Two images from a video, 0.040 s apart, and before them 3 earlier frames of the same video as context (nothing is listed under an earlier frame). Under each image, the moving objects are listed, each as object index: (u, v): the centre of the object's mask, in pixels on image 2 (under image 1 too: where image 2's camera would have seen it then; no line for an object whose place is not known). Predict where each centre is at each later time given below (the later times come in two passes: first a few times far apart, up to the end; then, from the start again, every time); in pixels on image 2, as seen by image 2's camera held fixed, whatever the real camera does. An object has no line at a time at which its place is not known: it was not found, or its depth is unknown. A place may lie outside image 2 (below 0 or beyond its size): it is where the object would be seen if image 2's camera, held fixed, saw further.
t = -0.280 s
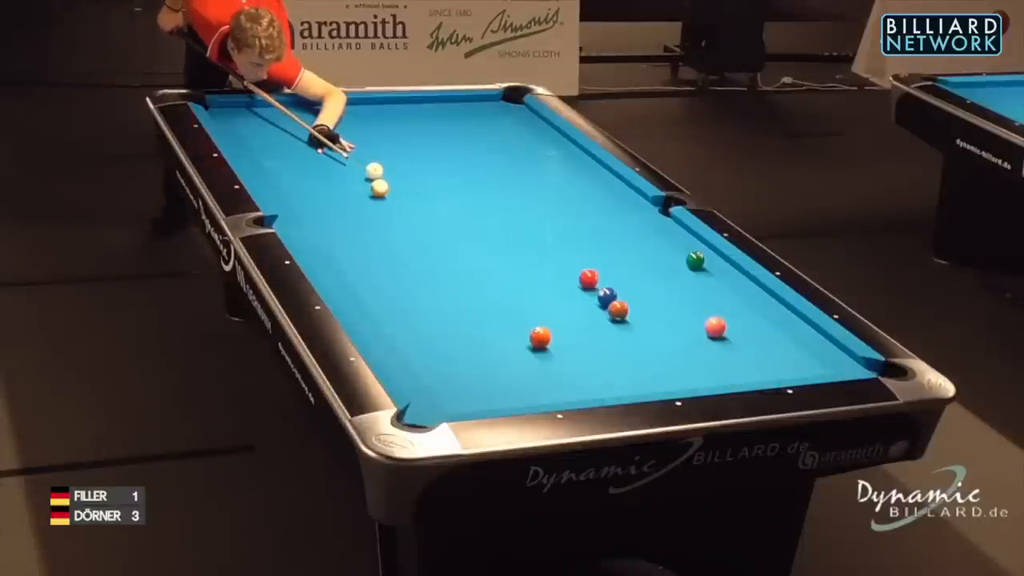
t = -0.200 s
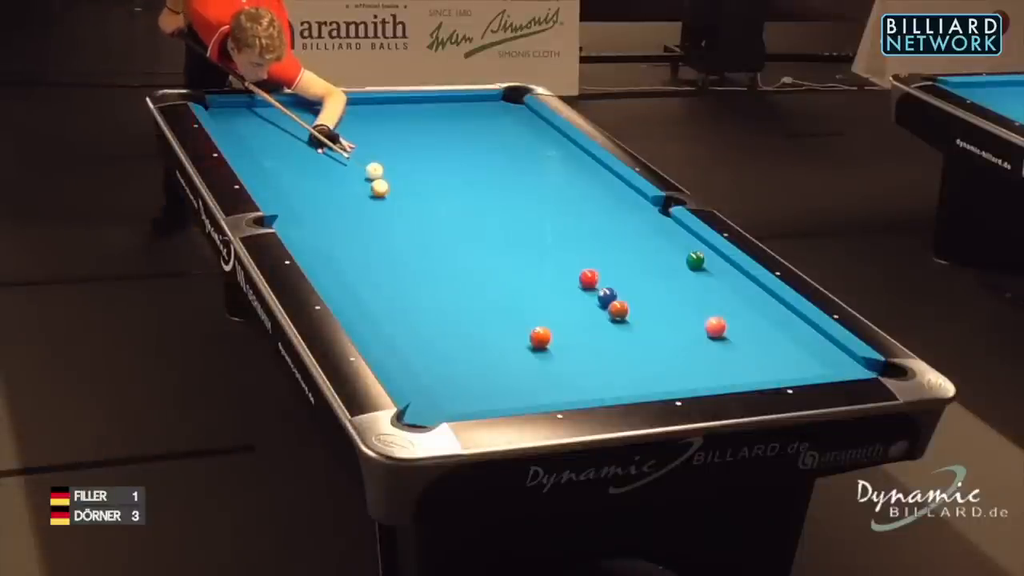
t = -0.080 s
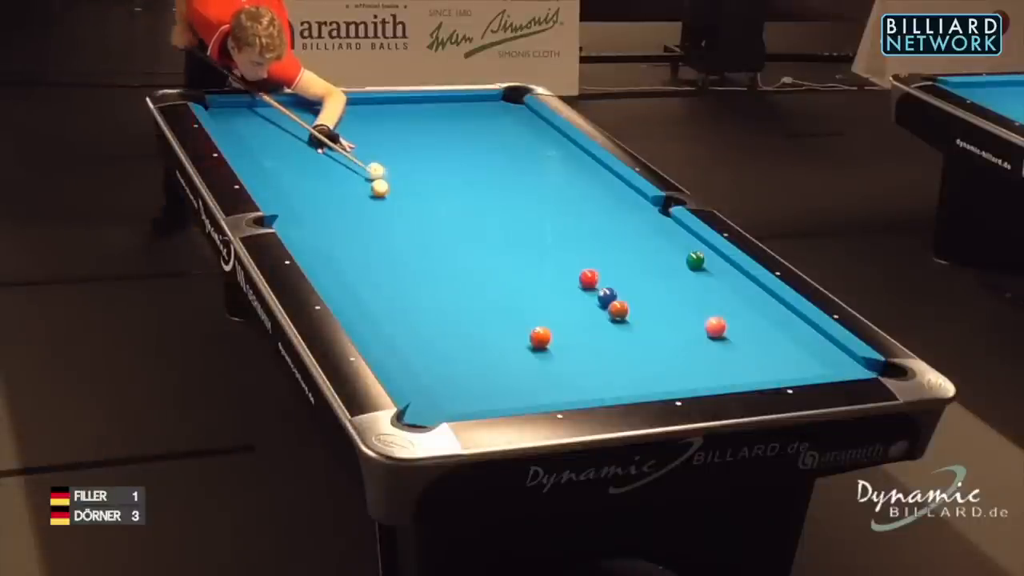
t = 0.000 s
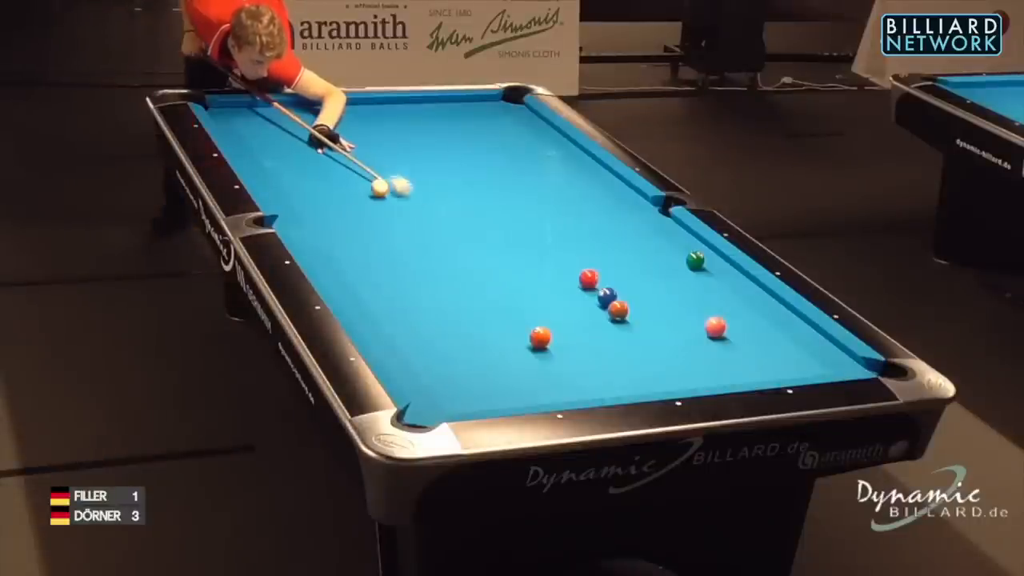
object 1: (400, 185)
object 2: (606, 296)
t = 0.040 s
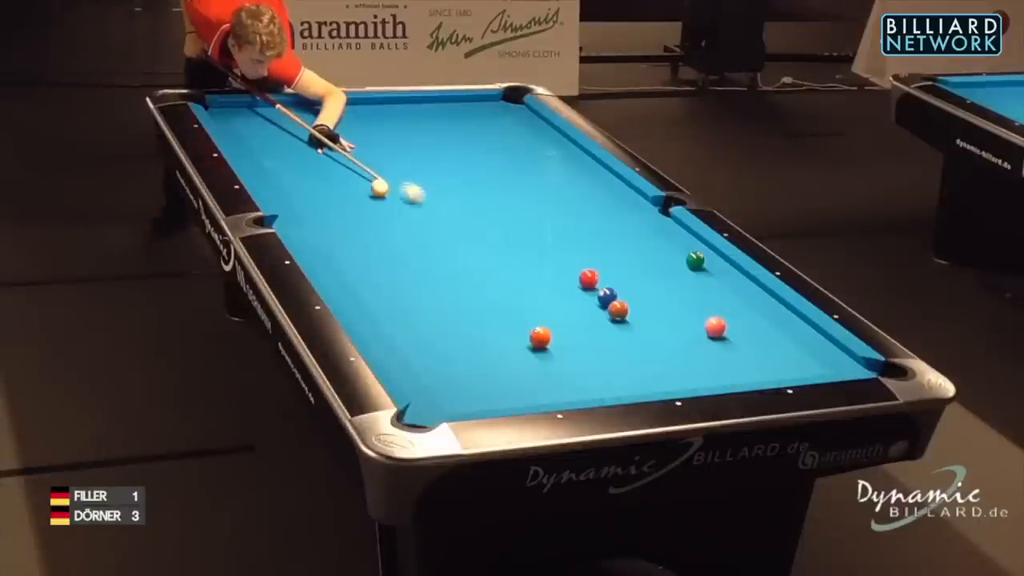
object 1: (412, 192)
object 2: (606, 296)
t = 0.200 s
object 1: (456, 218)
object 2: (606, 296)
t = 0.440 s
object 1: (519, 254)
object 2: (606, 296)
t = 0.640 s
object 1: (575, 286)
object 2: (606, 296)
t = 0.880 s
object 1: (596, 324)
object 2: (653, 303)
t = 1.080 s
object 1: (609, 357)
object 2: (692, 308)
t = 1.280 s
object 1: (622, 387)
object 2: (729, 311)
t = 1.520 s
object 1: (563, 371)
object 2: (772, 316)
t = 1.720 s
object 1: (512, 354)
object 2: (796, 320)
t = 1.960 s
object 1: (457, 334)
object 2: (782, 327)
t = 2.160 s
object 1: (412, 318)
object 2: (772, 331)
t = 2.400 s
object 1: (363, 300)
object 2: (759, 337)
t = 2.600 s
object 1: (347, 288)
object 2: (750, 341)
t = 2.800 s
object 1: (355, 277)
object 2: (741, 345)
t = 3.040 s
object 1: (364, 265)
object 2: (731, 350)
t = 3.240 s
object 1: (371, 255)
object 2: (723, 352)
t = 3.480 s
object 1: (378, 245)
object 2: (715, 356)
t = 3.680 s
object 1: (384, 237)
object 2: (708, 359)
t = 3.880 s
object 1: (389, 230)
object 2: (702, 361)
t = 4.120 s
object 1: (394, 221)
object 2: (697, 363)
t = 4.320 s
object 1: (399, 215)
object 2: (693, 365)
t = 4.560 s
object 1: (404, 208)
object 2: (688, 367)
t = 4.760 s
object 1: (407, 202)
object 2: (685, 368)
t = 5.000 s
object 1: (411, 197)
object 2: (683, 368)
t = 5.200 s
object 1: (414, 192)
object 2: (681, 369)
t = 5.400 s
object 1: (417, 188)
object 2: (681, 369)
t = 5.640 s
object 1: (420, 184)
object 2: (681, 369)
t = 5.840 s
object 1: (422, 181)
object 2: (681, 369)
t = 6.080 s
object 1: (424, 177)
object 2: (681, 369)
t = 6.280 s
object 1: (425, 175)
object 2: (681, 369)
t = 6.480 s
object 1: (427, 173)
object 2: (681, 370)
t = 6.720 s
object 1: (429, 170)
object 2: (681, 370)
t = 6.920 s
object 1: (429, 169)
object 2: (681, 370)
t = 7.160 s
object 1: (430, 168)
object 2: (681, 370)
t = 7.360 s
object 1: (431, 167)
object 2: (681, 370)
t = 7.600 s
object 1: (431, 166)
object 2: (681, 370)
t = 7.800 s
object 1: (431, 166)
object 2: (681, 370)
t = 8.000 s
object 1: (431, 166)
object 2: (681, 370)
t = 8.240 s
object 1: (431, 166)
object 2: (681, 370)
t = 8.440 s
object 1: (431, 166)
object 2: (681, 370)
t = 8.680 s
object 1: (431, 166)
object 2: (681, 370)
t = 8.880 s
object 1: (431, 166)
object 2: (681, 370)
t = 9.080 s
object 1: (431, 166)
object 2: (681, 370)
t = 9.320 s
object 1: (431, 166)
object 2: (681, 370)
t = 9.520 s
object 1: (431, 166)
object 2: (681, 370)
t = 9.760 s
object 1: (431, 166)
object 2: (681, 370)
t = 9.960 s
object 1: (431, 166)
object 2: (681, 370)
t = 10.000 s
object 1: (431, 166)
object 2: (681, 370)
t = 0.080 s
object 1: (424, 199)
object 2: (606, 296)
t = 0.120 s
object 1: (436, 206)
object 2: (606, 296)
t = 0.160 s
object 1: (446, 211)
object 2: (606, 296)
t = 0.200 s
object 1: (456, 218)
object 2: (606, 296)
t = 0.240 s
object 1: (466, 223)
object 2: (606, 296)
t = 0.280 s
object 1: (476, 229)
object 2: (606, 296)
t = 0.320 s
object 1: (487, 235)
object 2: (606, 296)
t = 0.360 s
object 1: (497, 241)
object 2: (606, 296)
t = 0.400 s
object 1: (508, 247)
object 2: (606, 296)
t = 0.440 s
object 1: (519, 254)
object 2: (606, 296)
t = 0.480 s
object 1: (530, 260)
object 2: (606, 296)
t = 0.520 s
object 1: (541, 267)
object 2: (606, 296)
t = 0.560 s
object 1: (552, 273)
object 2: (606, 296)
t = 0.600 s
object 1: (563, 280)
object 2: (606, 296)
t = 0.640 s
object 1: (575, 286)
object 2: (606, 296)
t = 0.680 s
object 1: (586, 294)
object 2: (607, 296)
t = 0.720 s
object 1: (587, 300)
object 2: (618, 295)
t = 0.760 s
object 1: (589, 306)
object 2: (630, 299)
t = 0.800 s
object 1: (591, 311)
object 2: (638, 301)
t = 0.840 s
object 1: (593, 317)
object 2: (645, 302)
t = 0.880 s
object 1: (596, 324)
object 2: (653, 303)
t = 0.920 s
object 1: (599, 330)
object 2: (661, 304)
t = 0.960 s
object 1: (601, 337)
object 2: (669, 305)
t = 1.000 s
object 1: (603, 343)
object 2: (676, 306)
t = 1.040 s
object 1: (606, 350)
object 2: (684, 307)
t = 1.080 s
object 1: (609, 357)
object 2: (692, 308)
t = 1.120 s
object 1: (611, 363)
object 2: (699, 309)
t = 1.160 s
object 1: (614, 370)
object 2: (706, 308)
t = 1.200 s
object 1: (617, 377)
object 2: (714, 309)
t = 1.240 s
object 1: (619, 383)
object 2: (722, 309)
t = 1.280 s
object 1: (622, 387)
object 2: (729, 311)
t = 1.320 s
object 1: (615, 388)
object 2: (737, 313)
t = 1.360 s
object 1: (604, 385)
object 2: (744, 314)
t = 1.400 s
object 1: (593, 383)
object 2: (752, 315)
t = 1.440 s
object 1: (583, 379)
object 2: (759, 315)
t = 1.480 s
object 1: (573, 375)
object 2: (766, 316)
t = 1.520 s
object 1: (563, 371)
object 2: (772, 316)
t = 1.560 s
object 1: (553, 368)
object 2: (779, 317)
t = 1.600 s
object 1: (543, 365)
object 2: (786, 318)
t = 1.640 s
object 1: (532, 362)
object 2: (794, 318)
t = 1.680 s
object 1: (522, 357)
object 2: (797, 320)
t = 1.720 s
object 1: (512, 354)
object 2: (796, 320)
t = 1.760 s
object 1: (503, 350)
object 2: (793, 321)
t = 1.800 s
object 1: (494, 347)
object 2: (791, 323)
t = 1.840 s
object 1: (484, 343)
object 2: (789, 324)
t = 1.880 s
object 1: (475, 340)
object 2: (787, 325)
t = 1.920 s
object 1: (466, 337)
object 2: (784, 326)
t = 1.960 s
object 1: (457, 334)
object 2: (782, 327)
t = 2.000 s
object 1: (447, 330)
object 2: (780, 327)
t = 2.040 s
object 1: (439, 327)
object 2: (778, 329)
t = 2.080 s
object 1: (430, 324)
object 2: (776, 330)
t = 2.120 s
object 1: (422, 321)
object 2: (774, 330)
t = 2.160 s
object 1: (412, 318)
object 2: (772, 331)
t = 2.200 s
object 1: (404, 315)
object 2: (769, 332)
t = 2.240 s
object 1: (396, 312)
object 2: (767, 333)
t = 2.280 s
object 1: (387, 309)
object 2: (765, 334)
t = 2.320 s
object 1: (379, 306)
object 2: (763, 335)
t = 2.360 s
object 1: (371, 303)
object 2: (761, 336)
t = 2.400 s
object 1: (363, 300)
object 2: (759, 337)
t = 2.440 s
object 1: (356, 298)
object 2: (758, 337)
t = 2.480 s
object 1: (348, 295)
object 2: (756, 338)
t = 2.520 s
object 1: (345, 292)
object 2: (754, 339)
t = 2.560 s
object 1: (346, 290)
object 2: (752, 340)
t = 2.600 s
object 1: (347, 288)
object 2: (750, 341)
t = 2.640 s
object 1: (349, 286)
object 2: (748, 342)
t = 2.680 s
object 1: (350, 284)
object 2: (746, 343)
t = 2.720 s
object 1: (352, 282)
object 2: (745, 343)
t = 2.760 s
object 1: (354, 279)
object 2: (743, 344)
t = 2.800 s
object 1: (355, 277)
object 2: (741, 345)
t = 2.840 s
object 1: (357, 275)
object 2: (739, 346)
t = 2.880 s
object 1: (358, 273)
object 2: (738, 346)
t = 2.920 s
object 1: (359, 271)
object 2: (736, 347)
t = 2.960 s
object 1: (361, 269)
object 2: (735, 348)
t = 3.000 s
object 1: (362, 267)
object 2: (733, 349)
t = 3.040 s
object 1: (364, 265)
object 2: (731, 350)
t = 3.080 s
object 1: (365, 263)
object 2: (729, 350)
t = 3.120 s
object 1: (367, 261)
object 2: (728, 351)
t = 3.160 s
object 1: (368, 259)
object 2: (726, 351)
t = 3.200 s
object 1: (370, 257)
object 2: (725, 351)
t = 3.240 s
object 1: (371, 255)
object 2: (723, 352)
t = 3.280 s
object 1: (372, 254)
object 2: (722, 353)
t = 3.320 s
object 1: (373, 252)
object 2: (721, 353)
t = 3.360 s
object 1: (374, 250)
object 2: (719, 354)
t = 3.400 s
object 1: (376, 248)
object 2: (718, 355)
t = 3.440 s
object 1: (377, 247)
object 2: (716, 355)
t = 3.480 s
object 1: (378, 245)
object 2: (715, 356)
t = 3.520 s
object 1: (379, 243)
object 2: (713, 357)
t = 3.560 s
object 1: (381, 242)
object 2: (712, 357)
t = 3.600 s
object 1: (382, 240)
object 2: (711, 358)
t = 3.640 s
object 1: (383, 239)
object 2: (710, 358)
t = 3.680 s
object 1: (384, 237)
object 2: (708, 359)
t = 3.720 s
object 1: (385, 235)
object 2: (707, 359)
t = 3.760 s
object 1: (386, 234)
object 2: (706, 359)
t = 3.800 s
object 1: (387, 232)
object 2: (705, 360)
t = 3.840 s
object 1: (388, 231)
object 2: (704, 360)
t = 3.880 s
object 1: (389, 230)
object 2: (702, 361)
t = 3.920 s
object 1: (390, 228)
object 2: (702, 361)
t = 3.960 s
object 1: (391, 227)
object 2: (700, 362)
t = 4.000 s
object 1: (392, 225)
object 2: (699, 362)
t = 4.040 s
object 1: (393, 224)
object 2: (699, 362)
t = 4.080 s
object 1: (393, 223)
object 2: (698, 363)
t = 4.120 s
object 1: (394, 221)
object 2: (697, 363)
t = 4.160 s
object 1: (395, 220)
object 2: (696, 364)
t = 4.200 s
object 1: (396, 219)
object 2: (695, 364)
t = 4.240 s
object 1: (397, 218)
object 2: (694, 364)
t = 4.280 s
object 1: (398, 216)
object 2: (693, 365)
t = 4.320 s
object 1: (399, 215)
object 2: (693, 365)
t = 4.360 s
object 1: (400, 214)
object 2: (692, 365)
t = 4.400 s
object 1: (400, 213)
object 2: (691, 366)
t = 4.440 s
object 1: (401, 211)
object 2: (690, 366)
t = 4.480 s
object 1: (402, 210)
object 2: (689, 366)
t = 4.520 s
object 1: (403, 209)
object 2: (689, 366)
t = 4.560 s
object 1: (404, 208)
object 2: (688, 367)
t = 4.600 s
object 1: (405, 207)
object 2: (687, 367)
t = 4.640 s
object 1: (405, 206)
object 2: (687, 367)
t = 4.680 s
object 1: (406, 205)
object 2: (686, 367)
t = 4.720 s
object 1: (406, 203)
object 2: (686, 367)
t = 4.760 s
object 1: (407, 202)
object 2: (685, 368)
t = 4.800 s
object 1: (408, 201)
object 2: (685, 368)
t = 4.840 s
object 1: (409, 201)
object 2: (684, 368)
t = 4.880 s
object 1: (409, 200)
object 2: (684, 368)
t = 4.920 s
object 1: (410, 199)
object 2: (683, 368)
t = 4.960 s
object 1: (411, 198)
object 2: (683, 368)
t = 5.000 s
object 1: (411, 197)
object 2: (683, 368)
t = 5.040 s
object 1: (412, 196)
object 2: (682, 369)
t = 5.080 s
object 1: (413, 195)
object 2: (682, 369)
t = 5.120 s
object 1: (413, 194)
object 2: (682, 369)
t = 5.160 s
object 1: (414, 193)
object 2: (681, 369)
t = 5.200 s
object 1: (414, 192)
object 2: (681, 369)
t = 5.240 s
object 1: (415, 192)
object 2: (681, 369)
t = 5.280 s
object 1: (416, 191)
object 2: (681, 369)
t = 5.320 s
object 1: (416, 190)
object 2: (681, 369)
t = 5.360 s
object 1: (417, 189)
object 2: (681, 369)
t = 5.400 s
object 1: (417, 188)
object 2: (681, 369)
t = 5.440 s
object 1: (418, 187)
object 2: (681, 369)
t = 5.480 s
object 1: (418, 187)
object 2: (681, 369)
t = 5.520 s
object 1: (418, 186)
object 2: (681, 369)
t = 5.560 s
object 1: (419, 185)
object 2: (681, 369)
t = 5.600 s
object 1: (419, 185)
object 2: (681, 369)
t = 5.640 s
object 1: (420, 184)
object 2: (681, 369)
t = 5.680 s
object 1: (420, 183)
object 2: (681, 369)
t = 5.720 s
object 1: (421, 183)
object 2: (681, 369)
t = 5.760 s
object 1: (421, 182)
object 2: (681, 369)
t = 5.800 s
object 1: (421, 181)
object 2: (681, 369)
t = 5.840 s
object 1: (422, 181)
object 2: (681, 369)
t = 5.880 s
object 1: (422, 180)
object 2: (681, 369)
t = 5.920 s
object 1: (423, 179)
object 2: (681, 369)
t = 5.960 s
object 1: (423, 179)
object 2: (681, 369)
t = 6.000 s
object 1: (423, 178)
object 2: (681, 369)
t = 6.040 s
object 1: (424, 178)
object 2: (681, 369)
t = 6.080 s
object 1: (424, 177)
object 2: (681, 369)
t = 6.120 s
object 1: (424, 177)
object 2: (681, 369)
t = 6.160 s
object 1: (425, 176)
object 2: (681, 369)
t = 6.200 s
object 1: (425, 176)
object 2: (681, 369)
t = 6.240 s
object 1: (425, 175)
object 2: (681, 369)
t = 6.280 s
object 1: (425, 175)
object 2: (681, 369)
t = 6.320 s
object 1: (426, 174)
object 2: (681, 369)
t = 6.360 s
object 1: (427, 174)
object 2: (681, 370)
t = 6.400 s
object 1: (427, 173)
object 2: (681, 370)
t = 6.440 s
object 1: (427, 173)
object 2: (681, 370)
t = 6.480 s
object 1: (427, 173)
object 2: (681, 370)
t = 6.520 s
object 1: (427, 172)
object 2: (681, 369)
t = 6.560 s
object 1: (428, 172)
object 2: (681, 370)
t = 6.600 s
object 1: (428, 171)
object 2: (681, 370)
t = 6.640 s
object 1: (428, 171)
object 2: (681, 370)
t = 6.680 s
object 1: (428, 171)
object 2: (681, 370)
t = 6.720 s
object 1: (429, 170)
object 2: (681, 370)
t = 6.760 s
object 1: (429, 170)
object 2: (681, 370)
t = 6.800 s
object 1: (429, 170)
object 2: (681, 370)
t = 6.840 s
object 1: (429, 170)
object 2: (681, 370)
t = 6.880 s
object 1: (429, 169)
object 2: (681, 370)
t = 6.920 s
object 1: (429, 169)
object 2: (681, 370)
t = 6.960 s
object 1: (430, 169)
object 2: (681, 370)
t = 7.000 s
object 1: (430, 169)
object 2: (681, 370)
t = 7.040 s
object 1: (430, 169)
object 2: (681, 370)
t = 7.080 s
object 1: (430, 168)
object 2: (681, 370)
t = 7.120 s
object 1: (430, 168)
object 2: (681, 370)
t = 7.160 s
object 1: (430, 168)
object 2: (681, 370)
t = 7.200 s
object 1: (430, 168)
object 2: (681, 370)
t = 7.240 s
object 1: (430, 168)
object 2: (681, 370)
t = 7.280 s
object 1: (431, 168)
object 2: (681, 370)
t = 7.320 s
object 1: (431, 167)
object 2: (681, 370)
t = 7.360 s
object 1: (431, 167)
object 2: (681, 370)
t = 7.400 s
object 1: (431, 167)
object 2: (681, 370)
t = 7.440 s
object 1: (431, 167)
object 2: (681, 370)
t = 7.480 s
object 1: (431, 167)
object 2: (681, 370)
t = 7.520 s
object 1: (431, 167)
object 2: (681, 370)
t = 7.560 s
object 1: (431, 167)
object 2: (681, 370)
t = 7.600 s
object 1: (431, 166)
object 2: (681, 370)
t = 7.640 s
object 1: (431, 166)
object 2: (681, 370)
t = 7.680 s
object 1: (431, 166)
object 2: (681, 370)
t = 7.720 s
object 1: (431, 166)
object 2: (681, 370)
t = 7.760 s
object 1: (431, 166)
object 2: (681, 370)
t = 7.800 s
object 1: (431, 166)
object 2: (681, 370)
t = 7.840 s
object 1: (431, 166)
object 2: (681, 370)
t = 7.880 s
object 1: (431, 166)
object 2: (681, 370)
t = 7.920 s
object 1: (431, 166)
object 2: (681, 370)
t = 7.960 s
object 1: (431, 166)
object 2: (681, 370)
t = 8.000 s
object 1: (431, 166)
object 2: (681, 370)
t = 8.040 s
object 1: (431, 166)
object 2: (681, 370)
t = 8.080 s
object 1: (431, 166)
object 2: (681, 370)
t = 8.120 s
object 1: (431, 166)
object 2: (681, 370)
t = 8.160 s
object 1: (431, 166)
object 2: (681, 370)
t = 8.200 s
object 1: (431, 166)
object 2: (681, 370)
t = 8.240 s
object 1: (431, 166)
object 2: (681, 370)
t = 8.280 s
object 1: (431, 166)
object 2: (681, 370)
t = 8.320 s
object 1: (431, 166)
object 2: (681, 370)
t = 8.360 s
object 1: (431, 166)
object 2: (681, 370)
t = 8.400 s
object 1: (431, 166)
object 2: (681, 370)
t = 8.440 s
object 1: (431, 166)
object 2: (681, 370)
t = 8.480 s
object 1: (431, 166)
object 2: (681, 370)
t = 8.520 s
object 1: (431, 166)
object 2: (681, 370)
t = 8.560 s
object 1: (431, 166)
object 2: (681, 370)
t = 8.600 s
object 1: (431, 166)
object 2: (681, 370)
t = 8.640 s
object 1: (431, 166)
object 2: (681, 370)
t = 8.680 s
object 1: (431, 166)
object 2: (681, 370)
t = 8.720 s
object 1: (431, 166)
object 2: (681, 370)
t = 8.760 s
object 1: (431, 166)
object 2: (681, 370)
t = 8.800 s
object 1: (431, 166)
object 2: (681, 370)
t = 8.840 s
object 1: (431, 166)
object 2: (681, 370)
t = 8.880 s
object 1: (431, 166)
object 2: (681, 370)
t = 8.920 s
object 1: (431, 166)
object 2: (681, 370)
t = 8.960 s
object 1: (431, 166)
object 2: (681, 370)
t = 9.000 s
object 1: (431, 166)
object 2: (681, 370)
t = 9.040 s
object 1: (431, 166)
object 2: (681, 370)
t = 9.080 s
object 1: (431, 166)
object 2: (681, 370)
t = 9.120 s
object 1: (431, 166)
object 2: (681, 370)
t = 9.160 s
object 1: (431, 166)
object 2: (681, 370)
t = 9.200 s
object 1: (431, 166)
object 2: (681, 370)
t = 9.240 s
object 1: (431, 166)
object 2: (681, 370)
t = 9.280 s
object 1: (431, 166)
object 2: (681, 370)
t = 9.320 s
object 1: (431, 166)
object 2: (681, 370)
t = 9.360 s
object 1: (431, 166)
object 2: (681, 370)
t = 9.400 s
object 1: (431, 166)
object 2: (681, 370)
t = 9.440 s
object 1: (431, 166)
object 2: (681, 370)
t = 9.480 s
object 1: (431, 166)
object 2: (681, 370)
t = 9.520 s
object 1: (431, 166)
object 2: (681, 370)
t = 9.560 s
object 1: (431, 166)
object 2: (681, 370)
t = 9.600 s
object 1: (431, 166)
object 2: (681, 370)
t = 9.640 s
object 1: (431, 166)
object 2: (681, 370)
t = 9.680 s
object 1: (431, 166)
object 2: (681, 370)
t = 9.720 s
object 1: (431, 166)
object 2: (681, 370)
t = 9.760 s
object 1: (431, 166)
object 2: (681, 370)
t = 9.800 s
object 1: (431, 166)
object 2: (681, 370)
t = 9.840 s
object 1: (431, 166)
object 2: (681, 370)
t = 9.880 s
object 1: (431, 166)
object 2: (681, 370)
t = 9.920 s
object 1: (431, 166)
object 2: (681, 370)
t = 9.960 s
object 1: (431, 166)
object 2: (681, 370)
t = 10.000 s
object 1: (431, 166)
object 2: (681, 370)
